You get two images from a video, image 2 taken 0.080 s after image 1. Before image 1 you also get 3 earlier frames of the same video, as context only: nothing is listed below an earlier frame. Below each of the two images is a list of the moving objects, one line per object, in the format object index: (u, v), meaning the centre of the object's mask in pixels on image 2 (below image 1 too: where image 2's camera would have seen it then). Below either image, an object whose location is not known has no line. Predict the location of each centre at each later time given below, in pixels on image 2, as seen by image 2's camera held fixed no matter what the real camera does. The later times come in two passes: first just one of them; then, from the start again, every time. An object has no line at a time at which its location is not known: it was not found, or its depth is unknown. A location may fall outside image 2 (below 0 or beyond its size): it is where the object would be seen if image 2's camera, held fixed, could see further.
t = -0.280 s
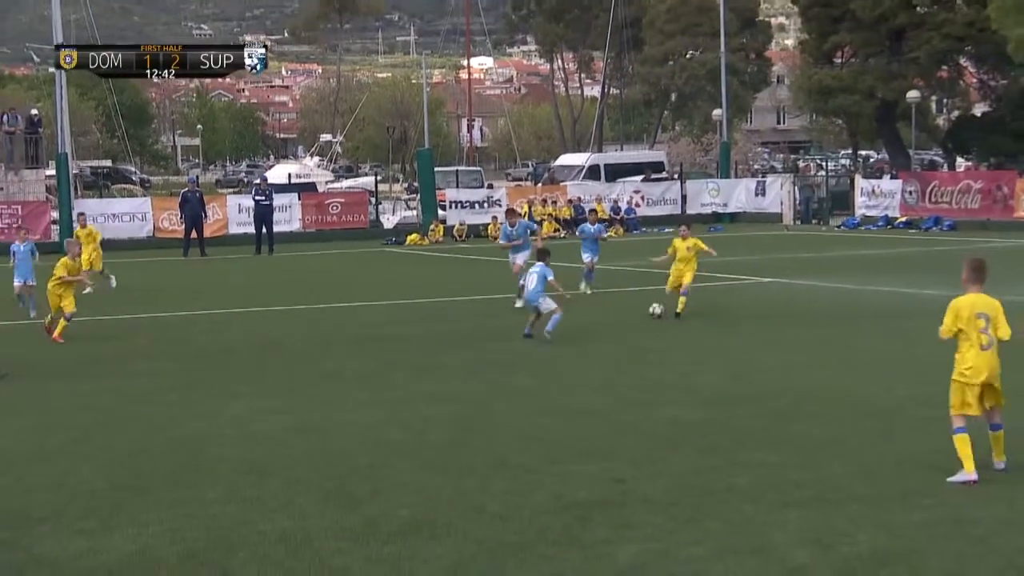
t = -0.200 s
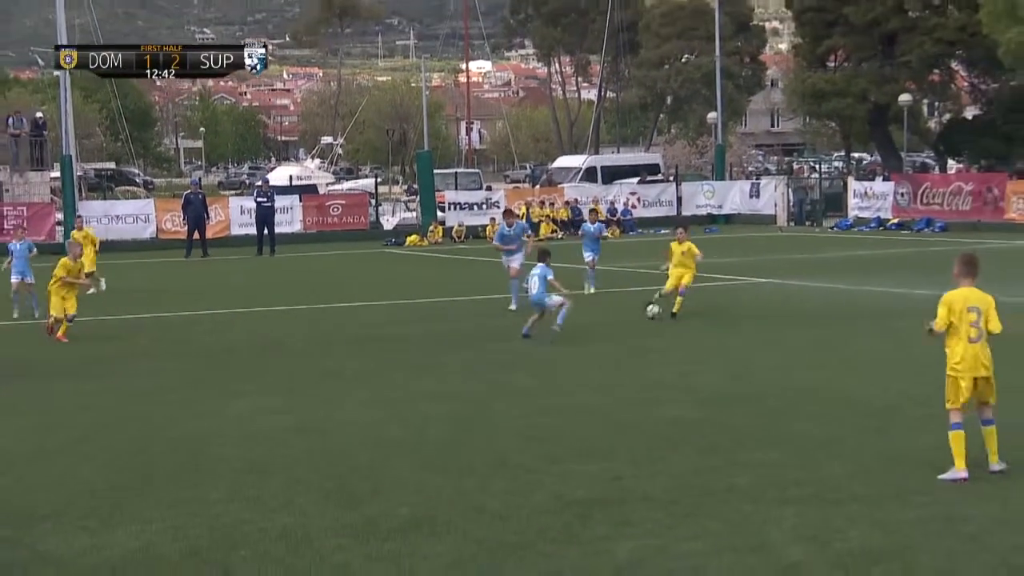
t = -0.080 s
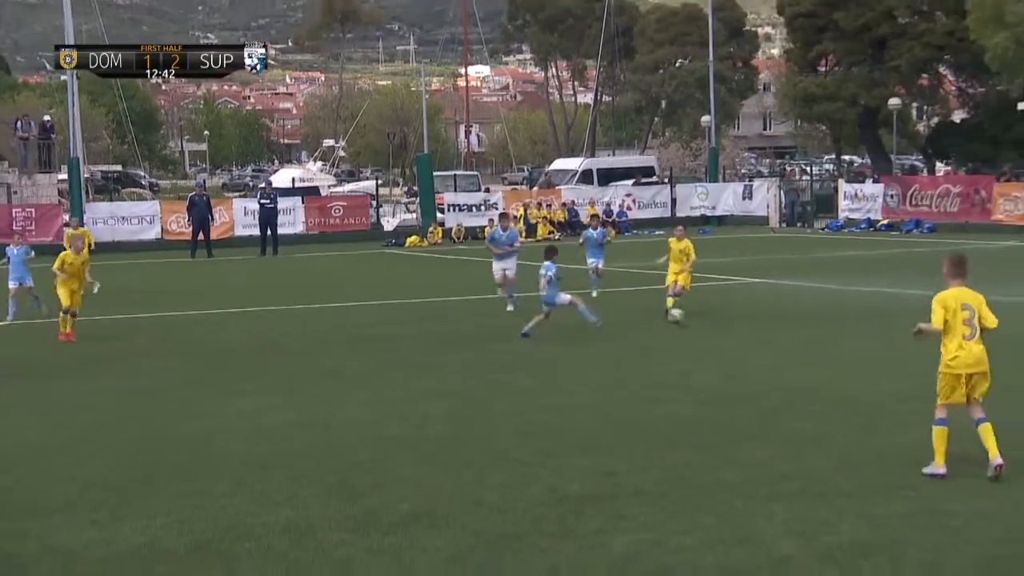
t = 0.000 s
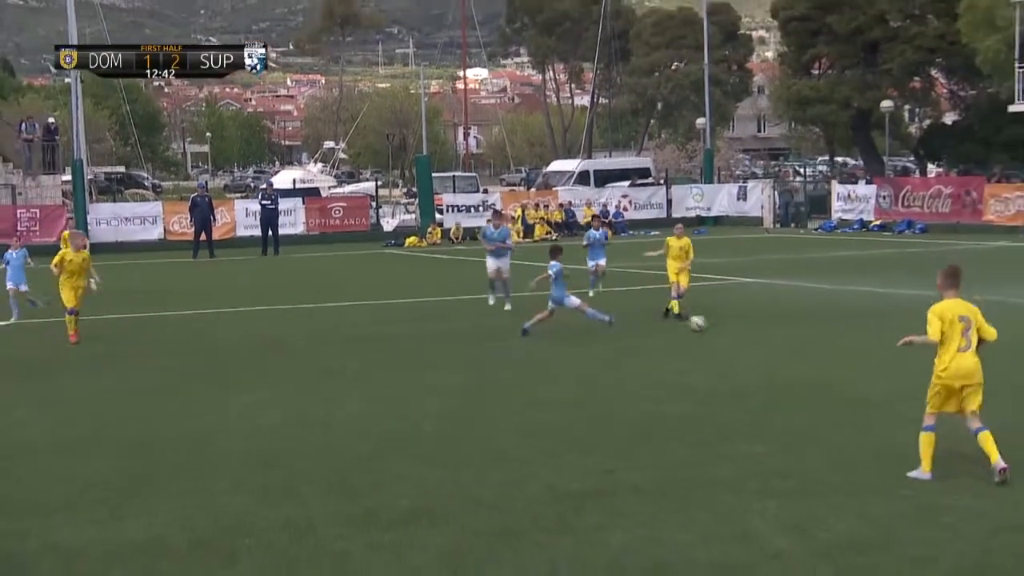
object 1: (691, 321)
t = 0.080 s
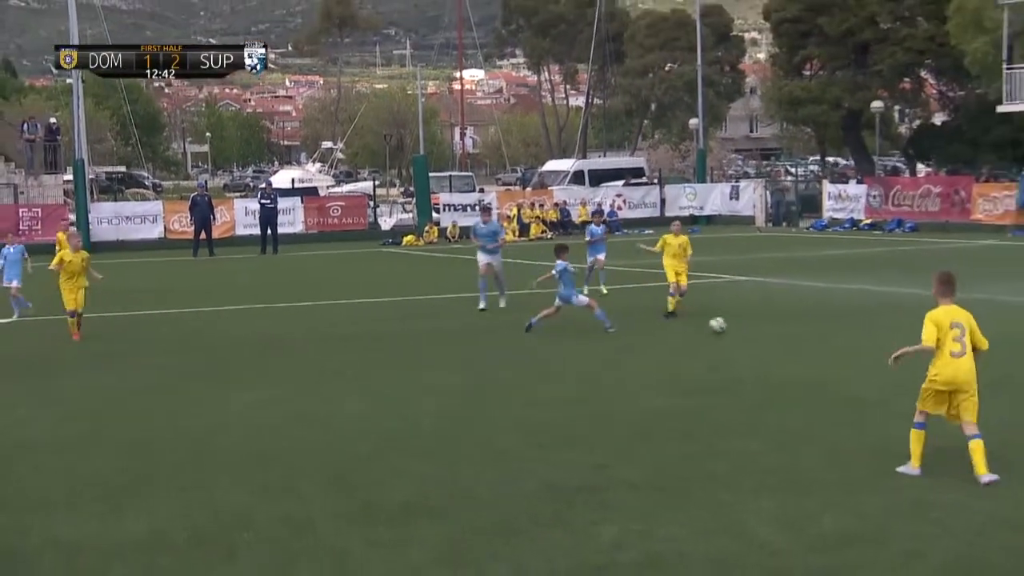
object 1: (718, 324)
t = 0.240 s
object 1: (771, 340)
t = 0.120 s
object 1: (729, 326)
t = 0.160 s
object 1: (743, 329)
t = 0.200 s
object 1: (756, 333)
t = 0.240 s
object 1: (771, 340)
